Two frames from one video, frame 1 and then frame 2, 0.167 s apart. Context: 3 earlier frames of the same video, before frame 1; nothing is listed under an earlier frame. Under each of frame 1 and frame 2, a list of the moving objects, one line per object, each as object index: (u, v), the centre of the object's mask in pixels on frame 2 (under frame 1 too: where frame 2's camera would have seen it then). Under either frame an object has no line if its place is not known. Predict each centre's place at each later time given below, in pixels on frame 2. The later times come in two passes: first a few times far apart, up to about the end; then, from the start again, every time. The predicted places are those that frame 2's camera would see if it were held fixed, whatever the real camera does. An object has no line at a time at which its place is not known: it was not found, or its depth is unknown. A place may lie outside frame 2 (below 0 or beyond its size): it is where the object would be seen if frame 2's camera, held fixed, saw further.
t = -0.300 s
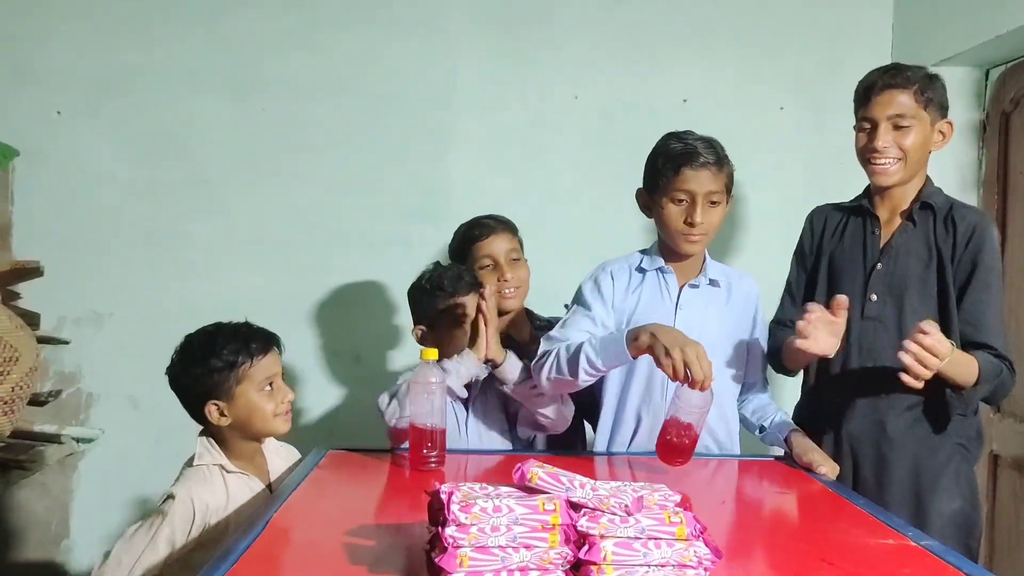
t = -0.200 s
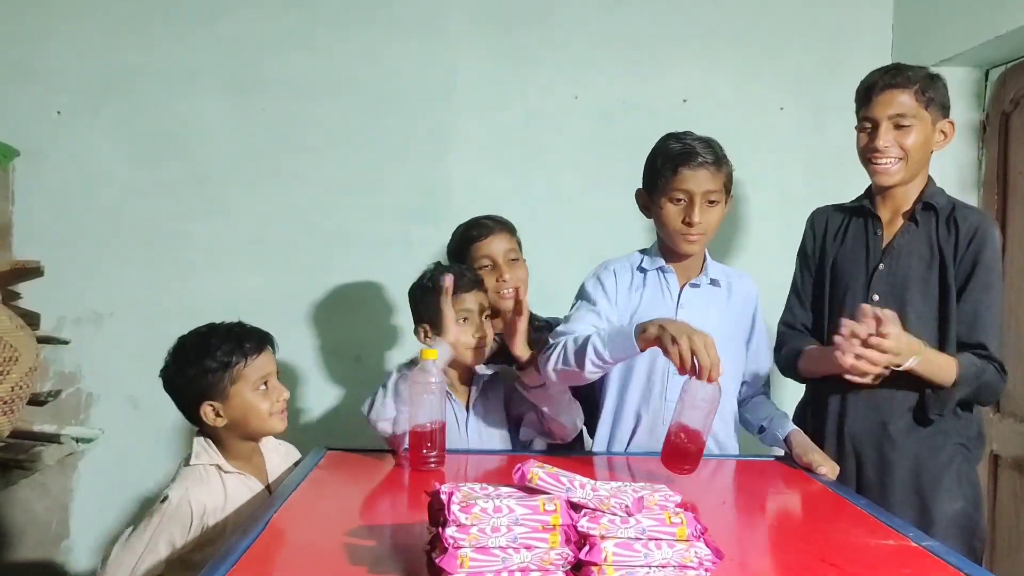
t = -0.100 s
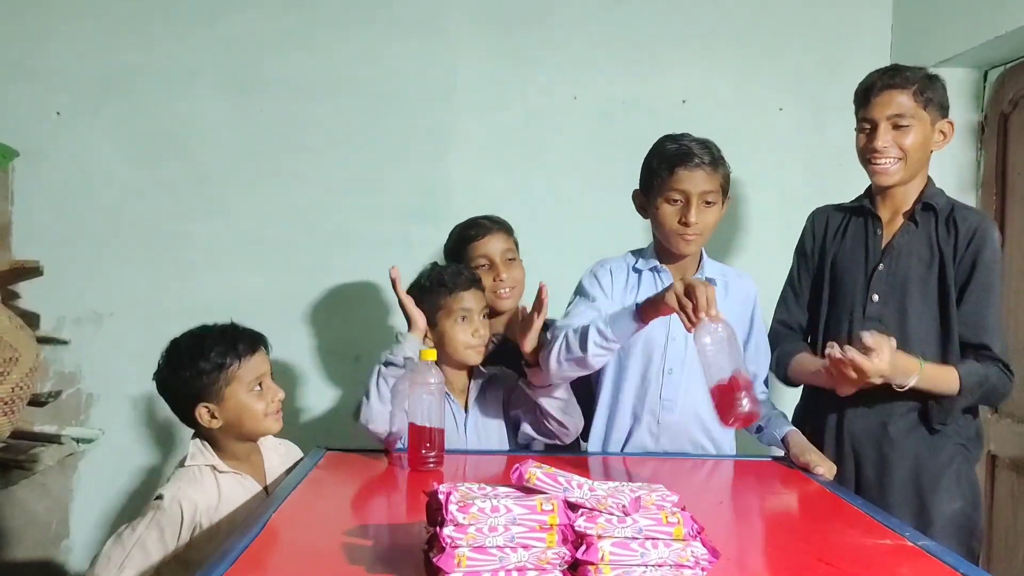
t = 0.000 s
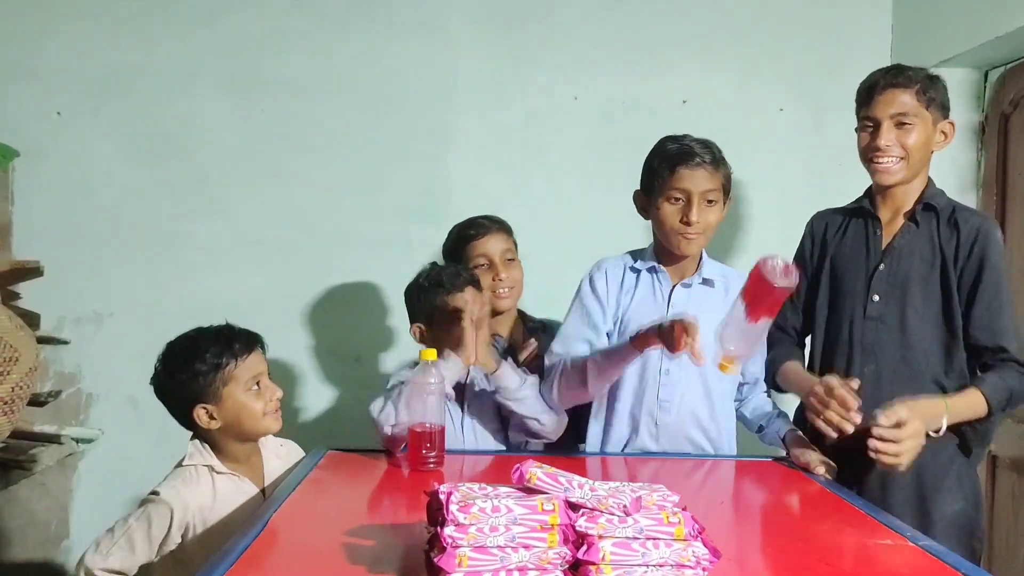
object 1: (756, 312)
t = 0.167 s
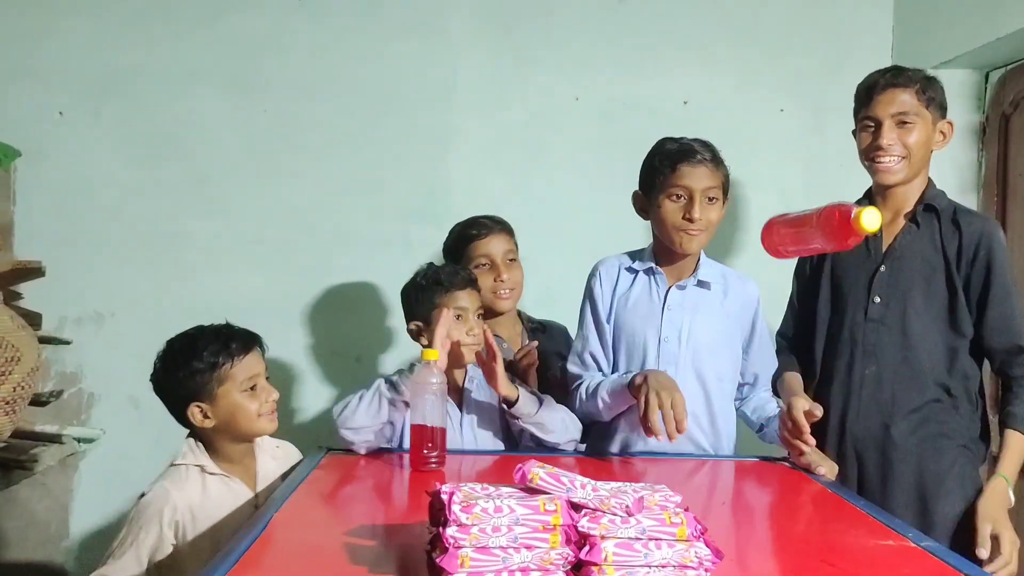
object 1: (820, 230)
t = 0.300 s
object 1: (850, 326)
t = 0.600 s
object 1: (901, 486)
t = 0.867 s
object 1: (957, 549)
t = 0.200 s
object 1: (828, 237)
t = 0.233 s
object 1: (836, 256)
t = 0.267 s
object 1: (843, 285)
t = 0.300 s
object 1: (850, 326)
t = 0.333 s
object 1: (860, 375)
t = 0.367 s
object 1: (868, 438)
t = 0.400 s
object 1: (875, 479)
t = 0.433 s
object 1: (880, 478)
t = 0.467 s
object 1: (883, 481)
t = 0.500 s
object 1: (886, 483)
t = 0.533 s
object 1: (890, 483)
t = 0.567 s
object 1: (895, 484)
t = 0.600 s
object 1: (901, 486)
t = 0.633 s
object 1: (907, 488)
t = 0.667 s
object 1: (913, 489)
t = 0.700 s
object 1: (918, 493)
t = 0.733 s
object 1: (923, 496)
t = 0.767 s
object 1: (932, 501)
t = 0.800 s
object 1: (944, 511)
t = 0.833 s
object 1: (954, 524)
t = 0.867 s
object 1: (957, 549)
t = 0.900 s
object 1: (955, 554)
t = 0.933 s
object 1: (956, 552)
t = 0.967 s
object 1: (946, 553)
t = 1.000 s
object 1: (950, 553)
